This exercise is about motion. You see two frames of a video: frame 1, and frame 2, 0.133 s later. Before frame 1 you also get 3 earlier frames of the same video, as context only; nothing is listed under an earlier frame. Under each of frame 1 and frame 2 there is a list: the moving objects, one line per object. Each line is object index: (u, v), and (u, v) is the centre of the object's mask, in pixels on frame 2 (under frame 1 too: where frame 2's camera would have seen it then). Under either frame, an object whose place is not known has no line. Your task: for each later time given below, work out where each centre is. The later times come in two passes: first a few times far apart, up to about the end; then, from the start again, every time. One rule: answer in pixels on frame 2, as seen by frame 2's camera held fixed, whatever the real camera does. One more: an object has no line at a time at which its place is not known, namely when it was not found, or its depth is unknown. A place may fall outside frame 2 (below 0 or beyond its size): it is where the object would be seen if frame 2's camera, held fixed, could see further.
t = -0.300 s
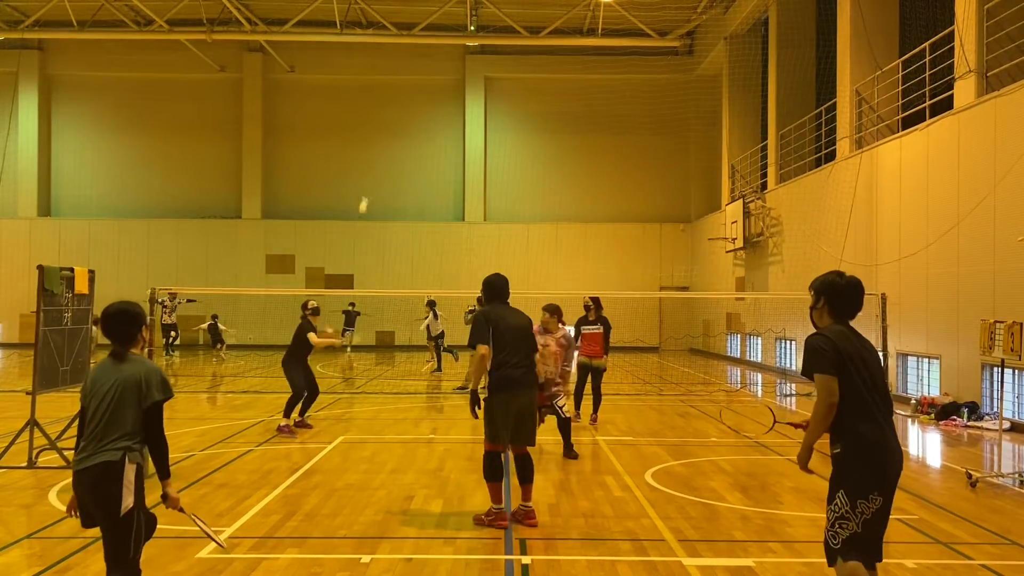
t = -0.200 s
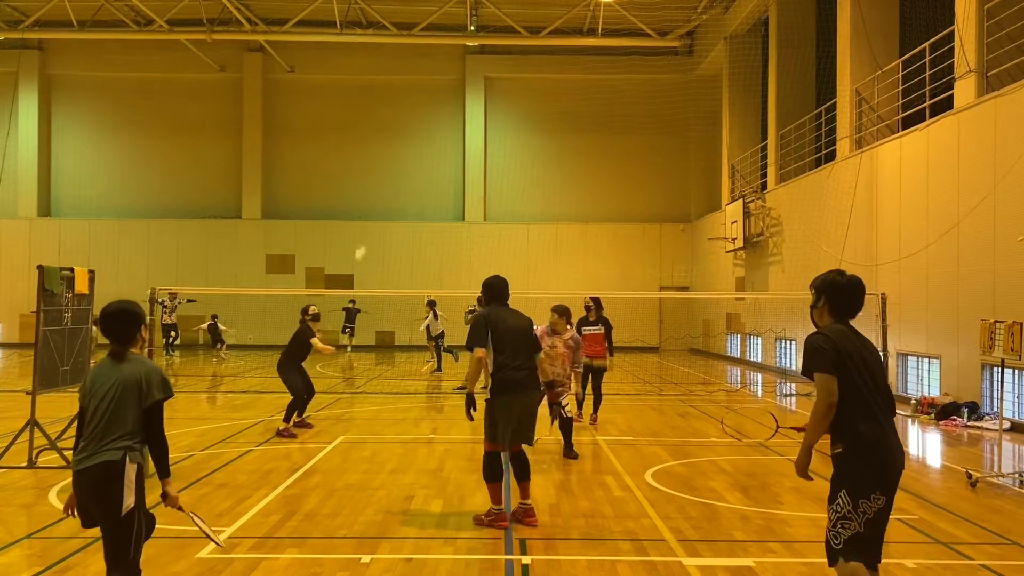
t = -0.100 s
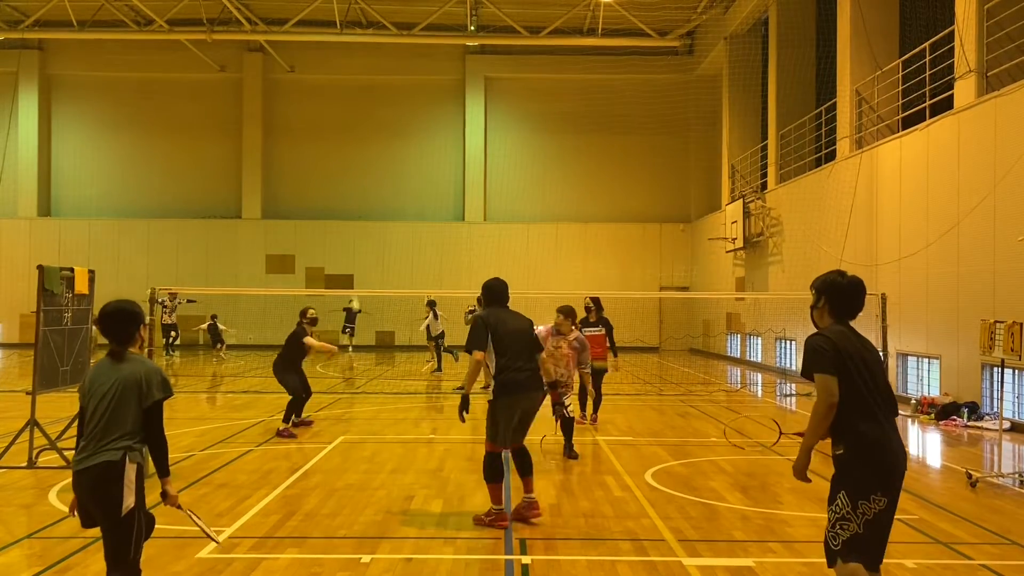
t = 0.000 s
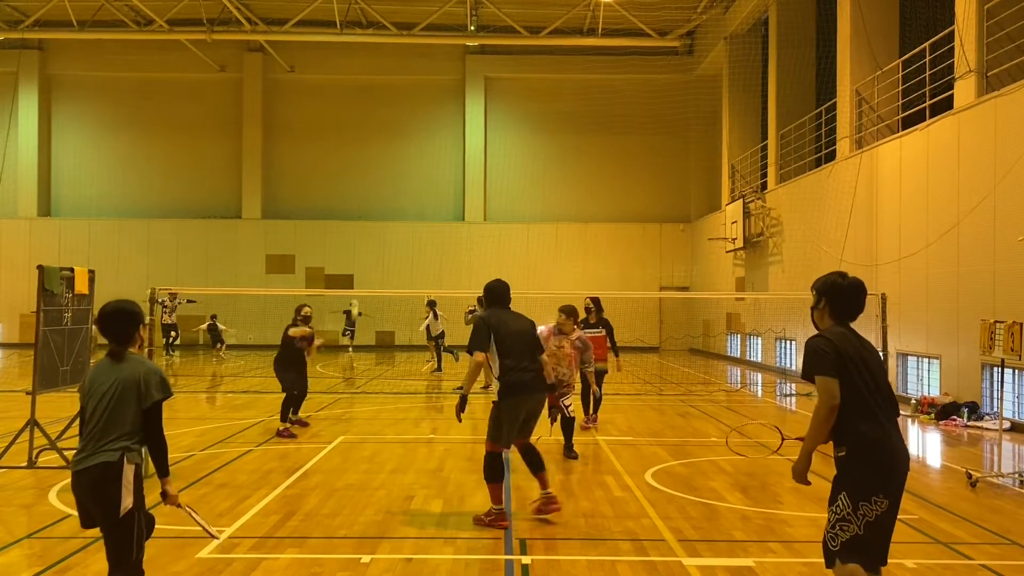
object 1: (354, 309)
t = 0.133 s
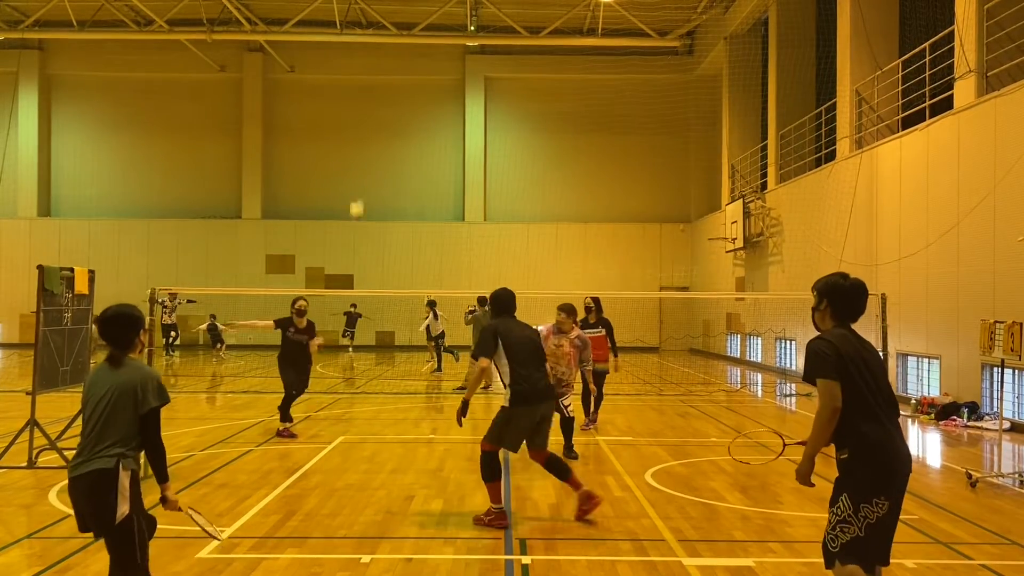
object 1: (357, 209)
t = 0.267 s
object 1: (349, 142)
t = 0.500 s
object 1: (346, 87)
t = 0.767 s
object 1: (340, 125)
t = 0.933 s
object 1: (328, 227)
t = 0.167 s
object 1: (356, 190)
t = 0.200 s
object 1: (354, 172)
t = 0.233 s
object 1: (352, 157)
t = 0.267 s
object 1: (349, 142)
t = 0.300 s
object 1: (347, 128)
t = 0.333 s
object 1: (347, 116)
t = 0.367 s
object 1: (348, 108)
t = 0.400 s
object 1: (348, 100)
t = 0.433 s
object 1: (348, 95)
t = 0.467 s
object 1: (347, 90)
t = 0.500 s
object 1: (346, 87)
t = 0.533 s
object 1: (345, 86)
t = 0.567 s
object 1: (344, 85)
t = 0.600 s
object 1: (344, 86)
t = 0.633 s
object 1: (344, 89)
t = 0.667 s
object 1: (344, 94)
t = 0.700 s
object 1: (343, 102)
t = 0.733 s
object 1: (341, 112)
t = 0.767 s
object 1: (340, 125)
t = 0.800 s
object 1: (338, 140)
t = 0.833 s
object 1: (335, 159)
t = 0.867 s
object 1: (332, 179)
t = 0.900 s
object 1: (329, 202)
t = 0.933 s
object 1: (328, 227)
